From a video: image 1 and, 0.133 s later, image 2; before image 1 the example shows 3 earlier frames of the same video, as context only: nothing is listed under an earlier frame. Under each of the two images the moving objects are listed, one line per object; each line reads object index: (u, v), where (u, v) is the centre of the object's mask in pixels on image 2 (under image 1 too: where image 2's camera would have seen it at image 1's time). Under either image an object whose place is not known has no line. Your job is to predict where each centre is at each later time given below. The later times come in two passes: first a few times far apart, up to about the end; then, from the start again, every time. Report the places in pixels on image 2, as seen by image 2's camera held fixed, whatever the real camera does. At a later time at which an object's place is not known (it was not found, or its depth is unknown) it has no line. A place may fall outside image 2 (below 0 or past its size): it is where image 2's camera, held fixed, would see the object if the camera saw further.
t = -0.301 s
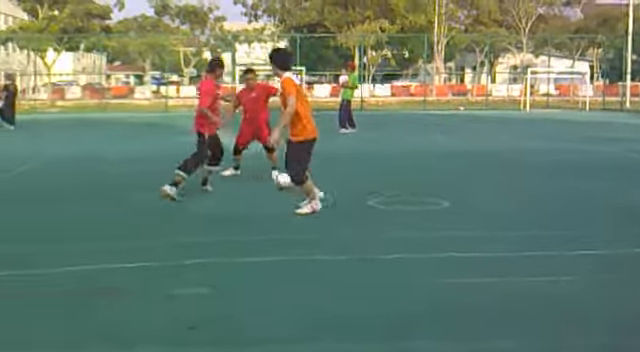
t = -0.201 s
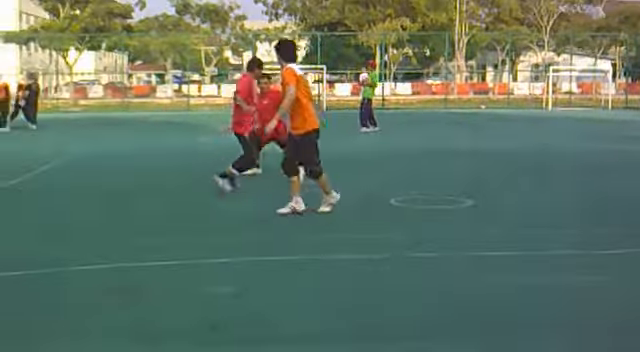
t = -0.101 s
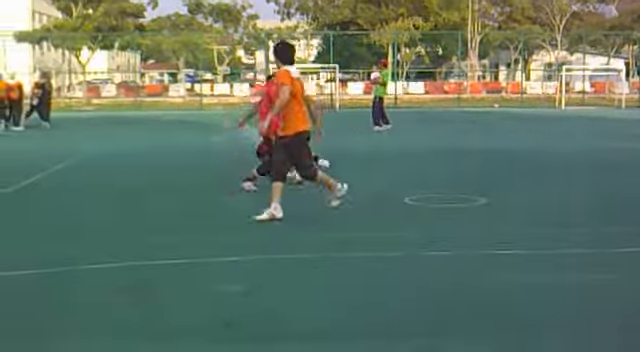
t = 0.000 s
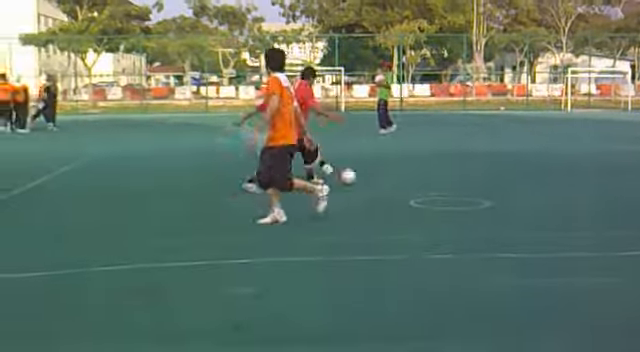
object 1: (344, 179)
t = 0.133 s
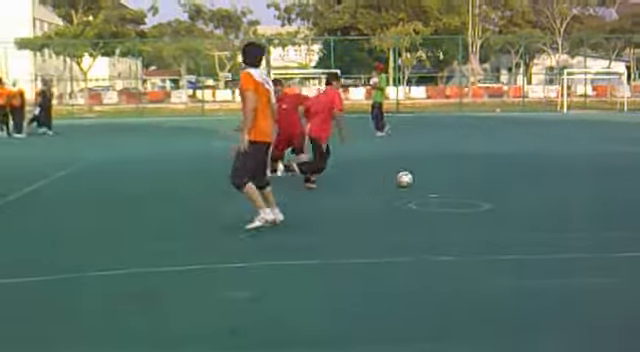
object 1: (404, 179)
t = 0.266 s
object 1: (454, 178)
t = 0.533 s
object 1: (530, 176)
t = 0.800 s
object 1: (596, 175)
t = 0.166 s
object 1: (418, 179)
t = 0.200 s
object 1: (431, 179)
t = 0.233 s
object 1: (443, 179)
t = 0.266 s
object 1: (454, 178)
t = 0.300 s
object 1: (465, 177)
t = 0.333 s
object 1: (477, 177)
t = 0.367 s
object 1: (487, 177)
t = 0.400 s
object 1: (495, 177)
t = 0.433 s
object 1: (504, 177)
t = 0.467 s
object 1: (513, 176)
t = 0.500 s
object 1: (521, 176)
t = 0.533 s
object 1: (530, 176)
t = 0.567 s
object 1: (538, 176)
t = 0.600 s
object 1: (546, 176)
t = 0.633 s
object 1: (554, 176)
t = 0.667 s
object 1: (562, 176)
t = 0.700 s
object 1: (571, 175)
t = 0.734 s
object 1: (578, 175)
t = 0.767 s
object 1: (587, 175)
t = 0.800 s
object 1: (596, 175)
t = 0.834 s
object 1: (605, 174)
